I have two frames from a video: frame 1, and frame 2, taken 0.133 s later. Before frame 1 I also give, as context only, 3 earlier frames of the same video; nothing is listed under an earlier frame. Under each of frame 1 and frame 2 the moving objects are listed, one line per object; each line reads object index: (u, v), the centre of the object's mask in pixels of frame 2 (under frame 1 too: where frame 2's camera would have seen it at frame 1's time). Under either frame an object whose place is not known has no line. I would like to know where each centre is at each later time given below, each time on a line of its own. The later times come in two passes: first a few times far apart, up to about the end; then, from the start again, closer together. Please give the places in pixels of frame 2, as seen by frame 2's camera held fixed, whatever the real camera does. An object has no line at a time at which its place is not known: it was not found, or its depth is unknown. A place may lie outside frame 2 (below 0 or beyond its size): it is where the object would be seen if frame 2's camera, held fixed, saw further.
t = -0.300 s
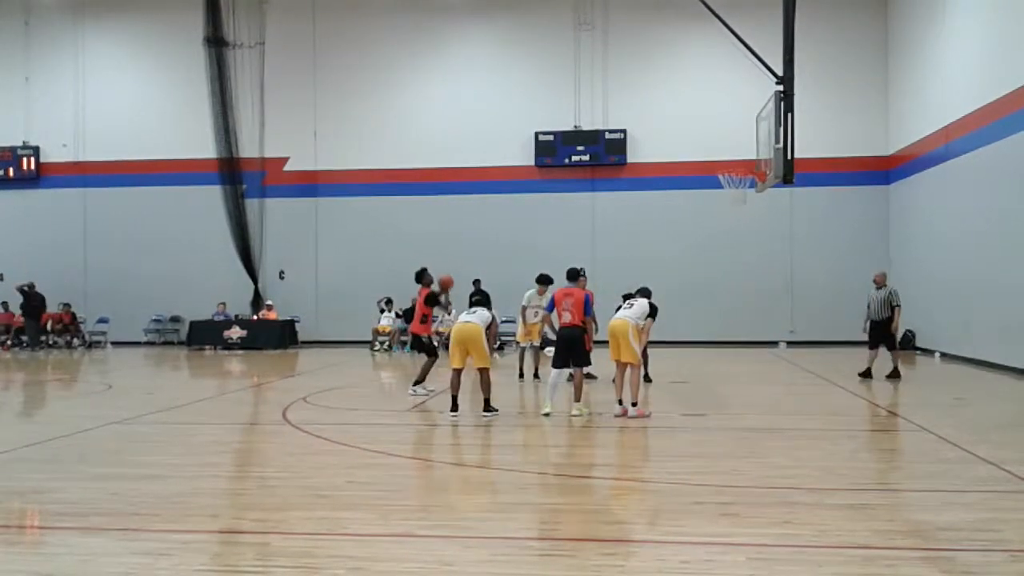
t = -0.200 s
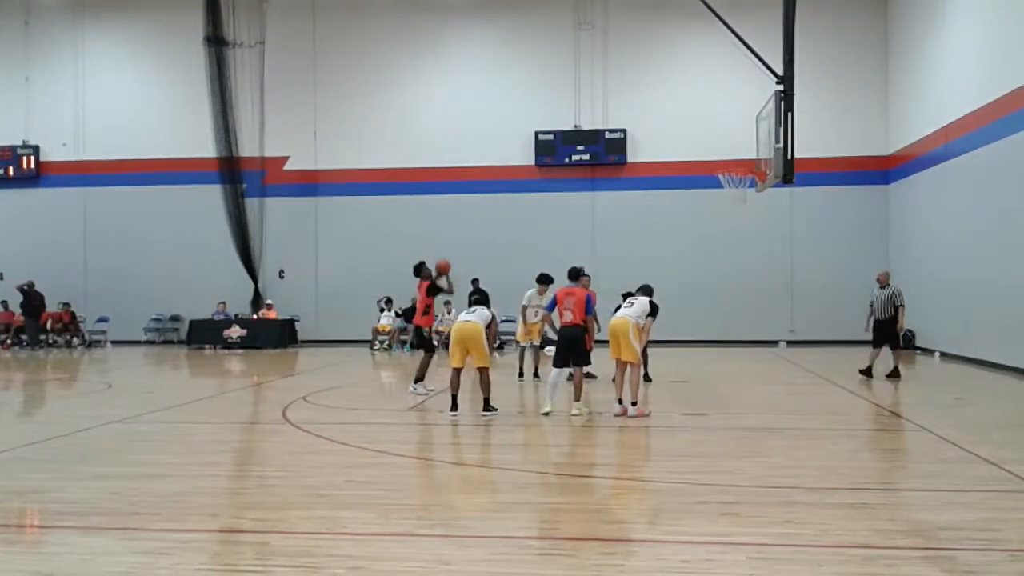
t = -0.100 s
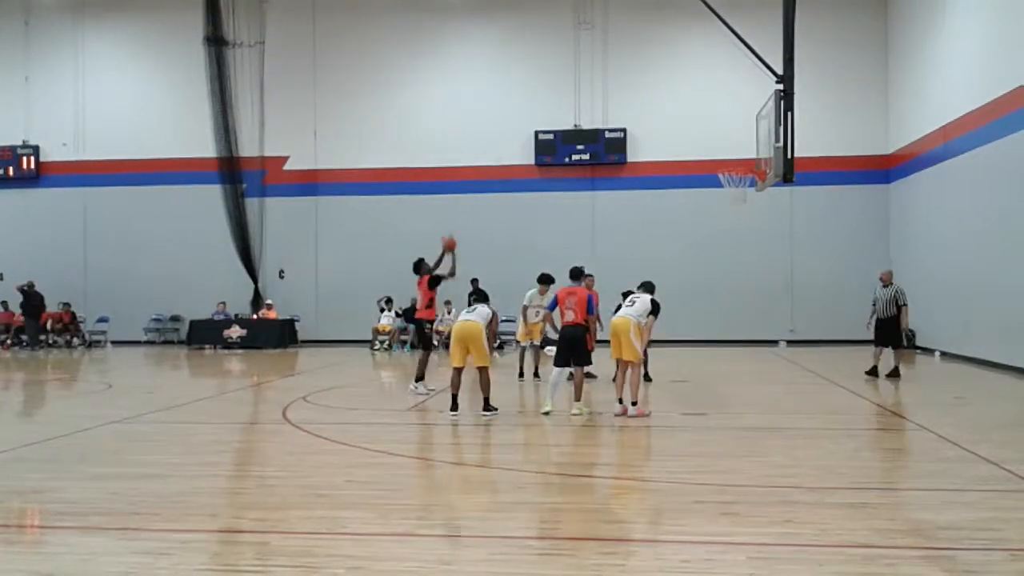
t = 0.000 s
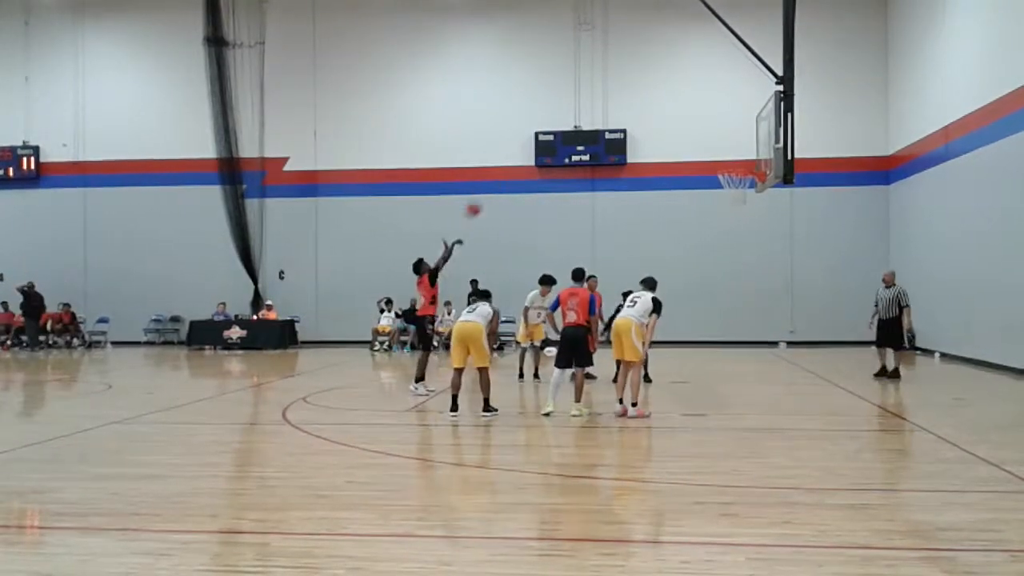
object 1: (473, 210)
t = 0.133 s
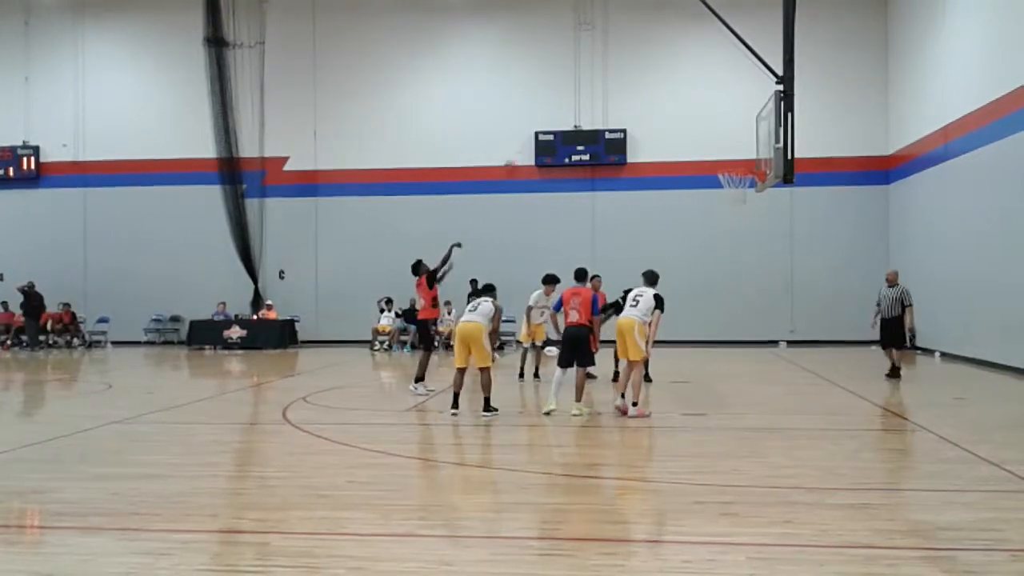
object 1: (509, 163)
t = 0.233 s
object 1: (537, 147)
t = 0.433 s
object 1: (593, 119)
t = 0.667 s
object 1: (660, 123)
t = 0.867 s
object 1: (719, 154)
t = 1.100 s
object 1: (748, 195)
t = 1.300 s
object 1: (740, 226)
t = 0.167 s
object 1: (518, 159)
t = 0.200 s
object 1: (527, 153)
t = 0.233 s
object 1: (537, 147)
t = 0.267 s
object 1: (545, 141)
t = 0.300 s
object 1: (556, 135)
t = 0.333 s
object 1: (565, 130)
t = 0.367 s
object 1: (574, 125)
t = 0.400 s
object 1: (583, 123)
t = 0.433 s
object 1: (593, 119)
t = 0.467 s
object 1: (603, 118)
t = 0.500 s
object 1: (612, 117)
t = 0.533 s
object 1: (621, 116)
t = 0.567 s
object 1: (630, 117)
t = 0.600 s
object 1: (640, 118)
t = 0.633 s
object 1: (650, 119)
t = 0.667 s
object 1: (660, 123)
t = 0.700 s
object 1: (670, 126)
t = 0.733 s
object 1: (679, 130)
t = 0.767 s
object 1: (689, 136)
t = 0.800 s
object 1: (699, 141)
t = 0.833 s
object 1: (709, 148)
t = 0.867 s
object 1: (719, 154)
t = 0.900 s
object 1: (726, 158)
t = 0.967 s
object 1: (748, 182)
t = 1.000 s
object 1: (749, 187)
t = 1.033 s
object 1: (749, 191)
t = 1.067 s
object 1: (748, 193)
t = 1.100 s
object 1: (748, 195)
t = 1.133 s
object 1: (746, 199)
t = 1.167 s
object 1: (745, 202)
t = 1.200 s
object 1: (744, 207)
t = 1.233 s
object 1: (743, 213)
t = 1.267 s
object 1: (742, 219)
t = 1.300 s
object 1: (740, 226)
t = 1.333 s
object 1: (739, 234)
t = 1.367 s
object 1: (738, 243)
